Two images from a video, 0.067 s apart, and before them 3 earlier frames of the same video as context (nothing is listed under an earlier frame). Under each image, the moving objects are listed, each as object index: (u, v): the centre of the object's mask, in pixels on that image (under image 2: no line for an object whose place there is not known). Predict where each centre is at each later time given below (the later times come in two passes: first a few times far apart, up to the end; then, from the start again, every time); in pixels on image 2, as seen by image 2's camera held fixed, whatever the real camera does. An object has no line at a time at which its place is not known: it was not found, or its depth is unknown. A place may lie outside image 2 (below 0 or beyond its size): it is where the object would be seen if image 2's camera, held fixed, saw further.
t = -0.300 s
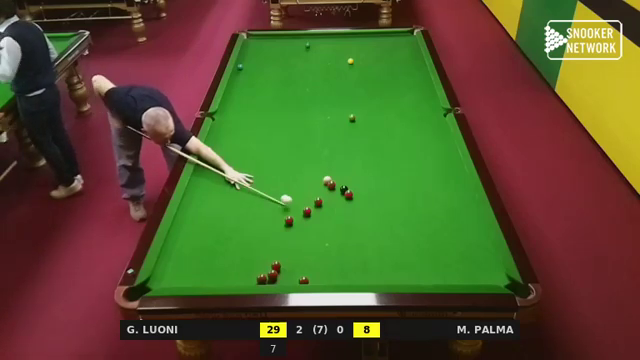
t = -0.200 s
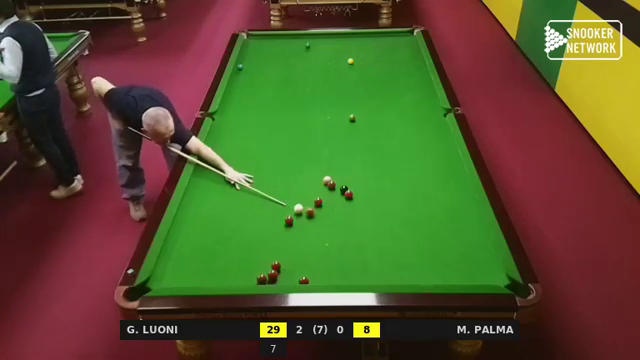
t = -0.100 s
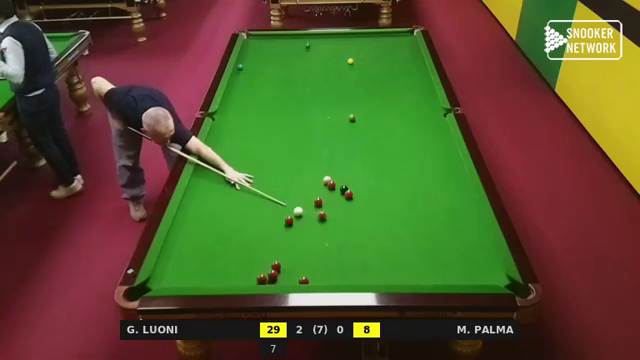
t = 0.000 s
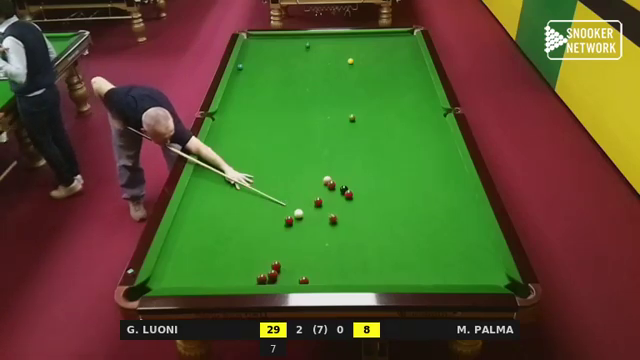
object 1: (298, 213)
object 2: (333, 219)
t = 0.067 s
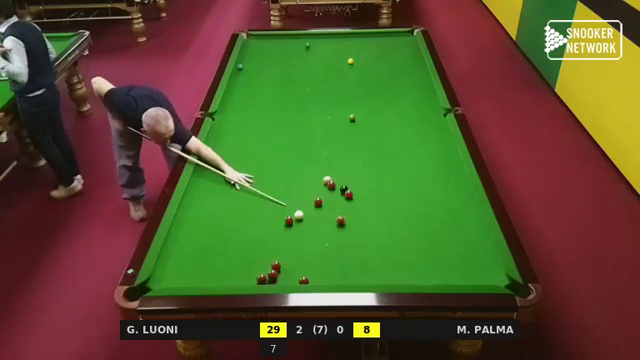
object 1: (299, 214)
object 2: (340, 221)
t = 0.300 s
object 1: (299, 219)
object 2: (366, 228)
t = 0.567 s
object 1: (300, 223)
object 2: (396, 237)
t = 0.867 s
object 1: (300, 227)
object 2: (430, 247)
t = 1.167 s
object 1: (300, 230)
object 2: (464, 256)
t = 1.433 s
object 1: (301, 232)
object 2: (494, 265)
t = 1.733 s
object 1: (301, 233)
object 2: (480, 272)
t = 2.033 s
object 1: (301, 234)
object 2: (463, 277)
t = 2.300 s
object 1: (301, 233)
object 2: (448, 280)
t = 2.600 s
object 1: (301, 234)
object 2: (435, 279)
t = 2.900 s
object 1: (301, 233)
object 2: (424, 277)
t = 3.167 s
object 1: (301, 234)
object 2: (416, 276)
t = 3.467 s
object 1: (301, 234)
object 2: (408, 275)
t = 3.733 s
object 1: (301, 234)
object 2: (403, 275)
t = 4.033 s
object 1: (301, 234)
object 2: (398, 274)
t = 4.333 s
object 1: (301, 233)
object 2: (396, 273)
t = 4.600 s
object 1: (301, 233)
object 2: (396, 272)
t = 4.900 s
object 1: (301, 233)
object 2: (396, 272)
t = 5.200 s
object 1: (301, 233)
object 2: (395, 273)
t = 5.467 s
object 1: (301, 233)
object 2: (396, 272)
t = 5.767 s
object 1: (301, 233)
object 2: (395, 272)
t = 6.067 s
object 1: (301, 233)
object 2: (395, 272)
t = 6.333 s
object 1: (301, 233)
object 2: (396, 272)
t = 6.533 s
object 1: (301, 233)
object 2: (396, 272)
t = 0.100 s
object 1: (299, 215)
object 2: (344, 222)
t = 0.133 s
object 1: (299, 216)
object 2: (347, 223)
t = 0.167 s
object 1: (299, 216)
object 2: (351, 224)
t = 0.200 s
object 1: (299, 217)
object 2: (355, 225)
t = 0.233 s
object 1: (299, 218)
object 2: (359, 226)
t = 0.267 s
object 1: (299, 218)
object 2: (362, 227)
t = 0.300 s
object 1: (299, 219)
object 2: (366, 228)
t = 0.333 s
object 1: (299, 219)
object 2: (370, 229)
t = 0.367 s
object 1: (299, 220)
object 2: (373, 230)
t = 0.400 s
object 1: (300, 220)
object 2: (377, 231)
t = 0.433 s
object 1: (300, 221)
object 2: (381, 233)
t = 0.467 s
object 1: (300, 222)
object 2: (385, 234)
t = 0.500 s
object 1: (300, 222)
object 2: (388, 234)
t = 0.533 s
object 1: (300, 222)
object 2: (392, 236)
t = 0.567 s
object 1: (300, 223)
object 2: (396, 237)
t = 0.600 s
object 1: (300, 224)
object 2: (400, 238)
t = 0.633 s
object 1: (300, 224)
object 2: (403, 239)
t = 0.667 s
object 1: (300, 225)
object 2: (407, 240)
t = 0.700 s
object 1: (300, 225)
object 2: (411, 241)
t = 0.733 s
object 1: (300, 225)
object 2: (415, 242)
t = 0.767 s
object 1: (300, 226)
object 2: (418, 243)
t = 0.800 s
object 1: (300, 226)
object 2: (422, 244)
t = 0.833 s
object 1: (300, 227)
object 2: (426, 245)
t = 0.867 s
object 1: (300, 227)
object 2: (430, 247)
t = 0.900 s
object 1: (300, 227)
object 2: (434, 247)
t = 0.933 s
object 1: (300, 228)
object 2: (438, 249)
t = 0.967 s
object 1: (300, 228)
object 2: (441, 250)
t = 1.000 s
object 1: (300, 229)
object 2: (445, 251)
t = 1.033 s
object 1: (300, 229)
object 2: (449, 252)
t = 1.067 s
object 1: (300, 229)
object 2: (453, 253)
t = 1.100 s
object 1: (300, 230)
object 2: (456, 254)
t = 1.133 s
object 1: (300, 230)
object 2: (460, 255)
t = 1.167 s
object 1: (300, 230)
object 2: (464, 256)
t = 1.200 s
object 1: (300, 230)
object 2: (468, 258)
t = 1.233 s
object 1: (300, 231)
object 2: (472, 259)
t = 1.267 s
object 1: (301, 231)
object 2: (475, 260)
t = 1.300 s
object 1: (301, 231)
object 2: (479, 261)
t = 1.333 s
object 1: (301, 232)
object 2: (483, 262)
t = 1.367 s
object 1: (301, 232)
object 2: (487, 263)
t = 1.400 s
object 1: (301, 232)
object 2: (491, 264)
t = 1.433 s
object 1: (301, 232)
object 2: (494, 265)
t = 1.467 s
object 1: (301, 232)
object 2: (497, 267)
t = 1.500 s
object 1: (301, 232)
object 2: (494, 267)
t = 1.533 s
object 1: (301, 233)
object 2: (492, 268)
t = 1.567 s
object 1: (301, 233)
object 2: (490, 269)
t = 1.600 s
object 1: (301, 233)
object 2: (488, 269)
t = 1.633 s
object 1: (301, 233)
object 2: (486, 270)
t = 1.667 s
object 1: (301, 233)
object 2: (484, 270)
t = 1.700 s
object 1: (301, 233)
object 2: (482, 271)
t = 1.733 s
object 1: (301, 233)
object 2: (480, 272)
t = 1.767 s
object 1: (301, 233)
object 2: (478, 272)
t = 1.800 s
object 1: (301, 233)
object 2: (476, 273)
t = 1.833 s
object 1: (301, 233)
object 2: (474, 274)
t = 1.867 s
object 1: (301, 233)
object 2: (472, 275)
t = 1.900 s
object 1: (301, 233)
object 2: (470, 275)
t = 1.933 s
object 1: (301, 233)
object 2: (468, 276)
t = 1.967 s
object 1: (301, 233)
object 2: (466, 276)
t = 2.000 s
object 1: (301, 233)
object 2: (465, 277)
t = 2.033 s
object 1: (301, 234)
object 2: (463, 277)
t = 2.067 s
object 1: (301, 233)
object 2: (461, 277)
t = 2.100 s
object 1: (301, 233)
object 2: (459, 278)
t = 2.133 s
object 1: (301, 233)
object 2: (457, 279)
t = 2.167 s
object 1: (301, 233)
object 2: (455, 279)
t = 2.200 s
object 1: (301, 233)
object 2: (453, 279)
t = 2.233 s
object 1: (301, 233)
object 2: (452, 280)
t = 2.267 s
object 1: (301, 234)
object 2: (450, 280)
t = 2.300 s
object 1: (301, 233)
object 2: (448, 280)
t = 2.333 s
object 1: (301, 233)
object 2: (447, 280)
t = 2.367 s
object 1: (301, 234)
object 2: (445, 280)
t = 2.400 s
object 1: (301, 233)
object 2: (444, 279)
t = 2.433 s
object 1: (301, 233)
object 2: (442, 279)
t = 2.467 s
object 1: (301, 233)
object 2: (441, 279)
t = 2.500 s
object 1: (301, 233)
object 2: (439, 279)
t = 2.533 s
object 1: (301, 233)
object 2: (438, 279)
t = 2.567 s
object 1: (301, 233)
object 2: (436, 279)
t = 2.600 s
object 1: (301, 234)
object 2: (435, 279)
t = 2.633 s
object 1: (301, 233)
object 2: (434, 278)
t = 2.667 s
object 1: (301, 233)
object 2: (432, 278)
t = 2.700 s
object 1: (301, 233)
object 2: (431, 278)
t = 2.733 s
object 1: (301, 233)
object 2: (430, 278)
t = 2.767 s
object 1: (301, 233)
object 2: (429, 278)
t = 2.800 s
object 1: (301, 233)
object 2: (427, 278)
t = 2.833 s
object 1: (301, 233)
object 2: (426, 278)
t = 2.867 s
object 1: (301, 233)
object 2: (425, 278)
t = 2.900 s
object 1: (301, 233)
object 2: (424, 277)
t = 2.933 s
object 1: (301, 233)
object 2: (423, 277)
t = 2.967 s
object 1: (301, 233)
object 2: (422, 277)
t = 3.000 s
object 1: (301, 233)
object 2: (421, 277)
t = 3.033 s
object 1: (301, 233)
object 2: (420, 277)
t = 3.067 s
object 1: (301, 233)
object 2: (419, 277)
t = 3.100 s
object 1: (301, 233)
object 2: (418, 276)
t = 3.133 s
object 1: (301, 234)
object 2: (417, 276)
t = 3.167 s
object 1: (301, 234)
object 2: (416, 276)
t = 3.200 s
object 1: (301, 233)
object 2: (415, 276)
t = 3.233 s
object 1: (301, 233)
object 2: (414, 276)
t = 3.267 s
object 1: (301, 234)
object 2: (413, 276)
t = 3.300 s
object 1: (301, 233)
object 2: (412, 276)
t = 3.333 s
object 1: (301, 233)
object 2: (411, 275)
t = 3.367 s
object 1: (301, 233)
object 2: (410, 275)
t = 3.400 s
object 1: (301, 233)
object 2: (410, 275)
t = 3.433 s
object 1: (301, 234)
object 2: (409, 275)
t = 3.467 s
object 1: (301, 234)
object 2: (408, 275)
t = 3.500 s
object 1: (301, 233)
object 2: (408, 275)
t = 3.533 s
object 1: (301, 234)
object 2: (407, 275)
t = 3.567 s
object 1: (301, 234)
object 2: (406, 275)
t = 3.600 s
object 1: (301, 234)
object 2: (405, 275)
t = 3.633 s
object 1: (301, 233)
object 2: (404, 275)
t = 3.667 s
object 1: (301, 234)
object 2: (404, 275)
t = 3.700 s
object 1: (301, 234)
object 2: (403, 275)
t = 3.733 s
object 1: (301, 234)
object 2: (403, 275)
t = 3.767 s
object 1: (301, 233)
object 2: (402, 275)
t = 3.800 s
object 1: (301, 234)
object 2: (402, 274)
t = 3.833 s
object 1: (301, 234)
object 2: (401, 274)
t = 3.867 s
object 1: (301, 234)
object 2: (400, 275)
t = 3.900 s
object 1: (301, 234)
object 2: (400, 274)
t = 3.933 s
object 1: (301, 234)
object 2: (400, 274)
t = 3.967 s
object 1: (301, 234)
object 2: (399, 274)
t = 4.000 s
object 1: (301, 233)
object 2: (399, 274)
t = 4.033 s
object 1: (301, 234)
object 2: (398, 274)
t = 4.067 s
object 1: (301, 234)
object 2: (398, 274)
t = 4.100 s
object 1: (301, 234)
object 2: (398, 274)
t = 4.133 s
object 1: (301, 234)
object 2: (397, 273)
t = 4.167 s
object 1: (301, 234)
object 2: (397, 273)
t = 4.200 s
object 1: (301, 234)
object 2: (397, 273)
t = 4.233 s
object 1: (301, 234)
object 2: (397, 273)
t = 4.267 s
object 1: (301, 234)
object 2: (397, 273)
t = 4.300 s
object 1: (301, 234)
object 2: (396, 273)
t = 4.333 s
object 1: (301, 233)
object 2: (396, 273)
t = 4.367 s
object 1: (301, 233)
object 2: (396, 273)
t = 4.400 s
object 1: (301, 234)
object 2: (396, 273)
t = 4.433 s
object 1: (301, 234)
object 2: (396, 272)
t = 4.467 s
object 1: (301, 234)
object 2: (396, 272)
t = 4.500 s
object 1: (301, 234)
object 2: (396, 272)
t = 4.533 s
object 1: (301, 234)
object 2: (395, 272)
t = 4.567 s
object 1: (301, 233)
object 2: (396, 272)
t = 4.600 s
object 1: (301, 233)
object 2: (396, 272)
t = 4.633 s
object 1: (301, 234)
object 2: (396, 272)
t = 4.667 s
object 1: (301, 233)
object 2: (396, 272)
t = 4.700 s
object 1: (301, 233)
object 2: (396, 272)
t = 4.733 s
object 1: (301, 233)
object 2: (396, 272)
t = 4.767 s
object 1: (301, 233)
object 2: (396, 272)
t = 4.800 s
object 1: (301, 233)
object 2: (396, 272)
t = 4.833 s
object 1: (301, 233)
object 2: (396, 272)
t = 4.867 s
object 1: (301, 233)
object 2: (396, 272)
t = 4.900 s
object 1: (301, 233)
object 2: (396, 272)
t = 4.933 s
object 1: (301, 233)
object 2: (396, 272)
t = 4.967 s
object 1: (301, 233)
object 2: (396, 272)
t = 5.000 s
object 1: (301, 233)
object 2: (396, 272)
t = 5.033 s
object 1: (301, 233)
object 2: (396, 272)
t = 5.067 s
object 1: (301, 233)
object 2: (396, 272)
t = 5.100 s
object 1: (301, 233)
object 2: (396, 272)
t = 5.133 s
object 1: (301, 233)
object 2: (396, 272)
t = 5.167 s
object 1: (301, 233)
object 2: (396, 272)
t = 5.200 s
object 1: (301, 233)
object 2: (395, 273)
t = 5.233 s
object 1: (301, 233)
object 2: (396, 272)
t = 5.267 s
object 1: (301, 233)
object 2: (396, 272)
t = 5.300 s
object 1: (301, 233)
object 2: (396, 272)
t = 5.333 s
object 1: (301, 233)
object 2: (396, 272)
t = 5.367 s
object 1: (301, 233)
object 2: (395, 272)
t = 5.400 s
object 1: (301, 233)
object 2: (395, 272)
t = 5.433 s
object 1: (301, 233)
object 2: (395, 272)
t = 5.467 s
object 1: (301, 233)
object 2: (396, 272)
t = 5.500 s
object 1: (301, 233)
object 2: (395, 273)
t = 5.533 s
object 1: (301, 233)
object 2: (395, 272)
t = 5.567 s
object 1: (301, 233)
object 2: (395, 273)
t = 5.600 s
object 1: (301, 233)
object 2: (395, 272)
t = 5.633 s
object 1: (301, 233)
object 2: (395, 272)
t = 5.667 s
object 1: (301, 233)
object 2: (395, 272)
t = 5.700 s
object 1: (301, 233)
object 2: (395, 272)
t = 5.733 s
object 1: (301, 233)
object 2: (395, 272)
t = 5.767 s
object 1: (301, 233)
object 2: (395, 272)
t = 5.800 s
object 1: (301, 233)
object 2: (395, 272)
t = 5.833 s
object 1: (301, 233)
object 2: (395, 272)
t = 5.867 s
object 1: (301, 233)
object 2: (395, 272)
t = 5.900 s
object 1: (301, 233)
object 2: (395, 272)
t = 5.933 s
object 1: (301, 233)
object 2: (395, 272)
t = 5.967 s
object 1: (301, 233)
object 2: (395, 272)
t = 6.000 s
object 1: (301, 233)
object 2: (395, 272)
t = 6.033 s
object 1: (301, 233)
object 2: (395, 272)
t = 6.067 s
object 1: (301, 233)
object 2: (395, 272)
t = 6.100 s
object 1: (301, 233)
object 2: (396, 272)
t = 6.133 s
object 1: (301, 233)
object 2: (396, 272)
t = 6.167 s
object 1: (301, 233)
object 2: (396, 272)
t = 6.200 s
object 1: (301, 233)
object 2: (396, 272)
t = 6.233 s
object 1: (301, 233)
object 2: (396, 272)
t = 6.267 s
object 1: (301, 233)
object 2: (396, 272)
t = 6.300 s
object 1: (301, 233)
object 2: (396, 272)
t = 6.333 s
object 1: (301, 233)
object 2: (396, 272)
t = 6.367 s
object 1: (301, 233)
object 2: (396, 272)
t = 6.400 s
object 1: (301, 233)
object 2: (396, 272)
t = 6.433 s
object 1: (301, 233)
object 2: (396, 272)
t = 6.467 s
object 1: (301, 234)
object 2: (396, 272)
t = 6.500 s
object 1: (301, 233)
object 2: (396, 272)
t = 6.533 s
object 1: (301, 233)
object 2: (396, 272)
